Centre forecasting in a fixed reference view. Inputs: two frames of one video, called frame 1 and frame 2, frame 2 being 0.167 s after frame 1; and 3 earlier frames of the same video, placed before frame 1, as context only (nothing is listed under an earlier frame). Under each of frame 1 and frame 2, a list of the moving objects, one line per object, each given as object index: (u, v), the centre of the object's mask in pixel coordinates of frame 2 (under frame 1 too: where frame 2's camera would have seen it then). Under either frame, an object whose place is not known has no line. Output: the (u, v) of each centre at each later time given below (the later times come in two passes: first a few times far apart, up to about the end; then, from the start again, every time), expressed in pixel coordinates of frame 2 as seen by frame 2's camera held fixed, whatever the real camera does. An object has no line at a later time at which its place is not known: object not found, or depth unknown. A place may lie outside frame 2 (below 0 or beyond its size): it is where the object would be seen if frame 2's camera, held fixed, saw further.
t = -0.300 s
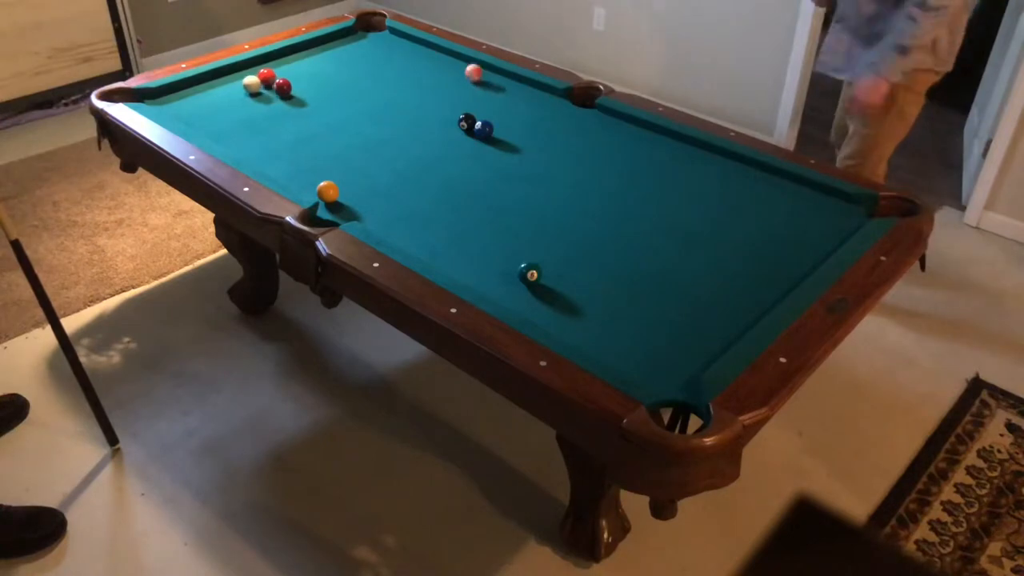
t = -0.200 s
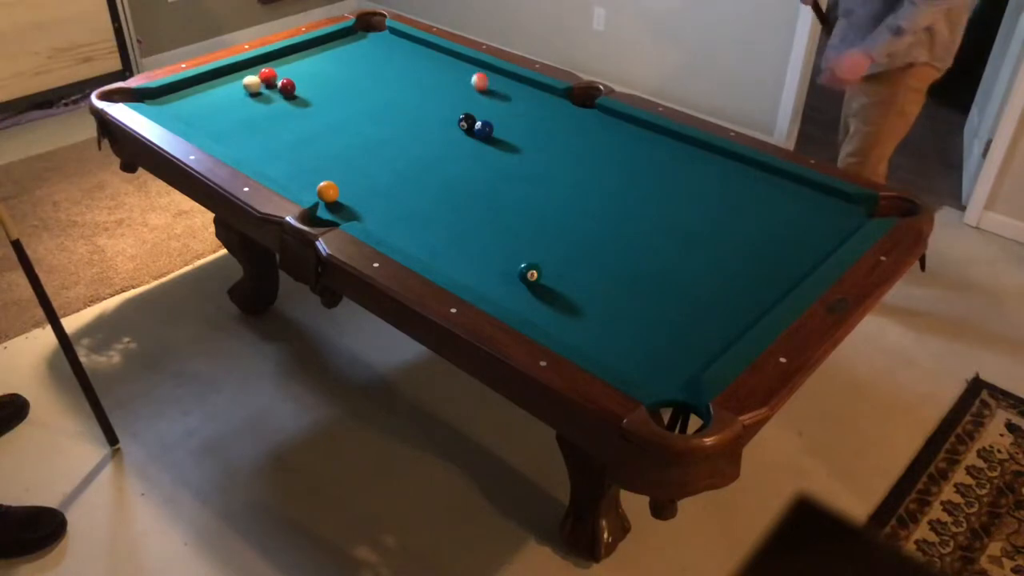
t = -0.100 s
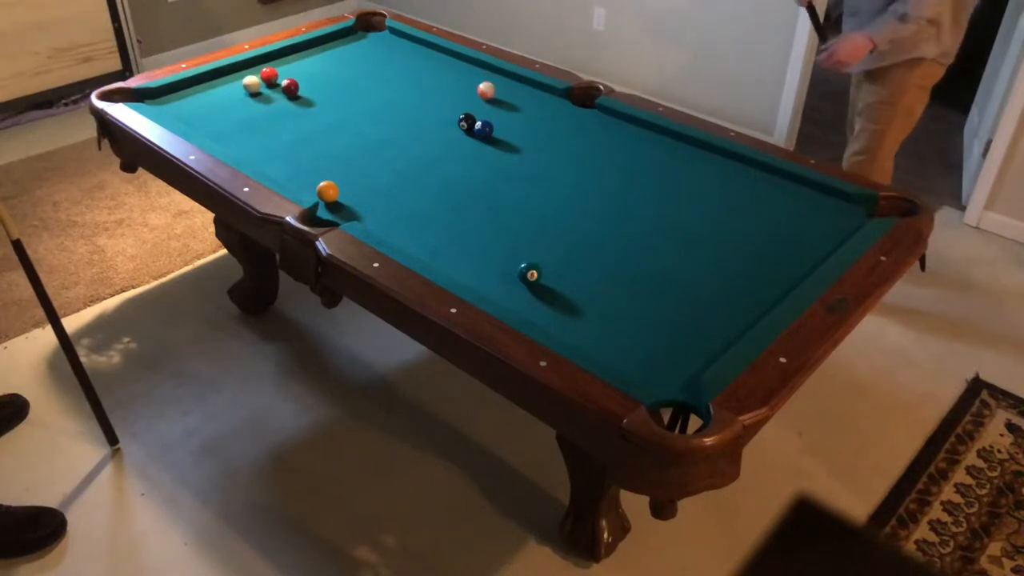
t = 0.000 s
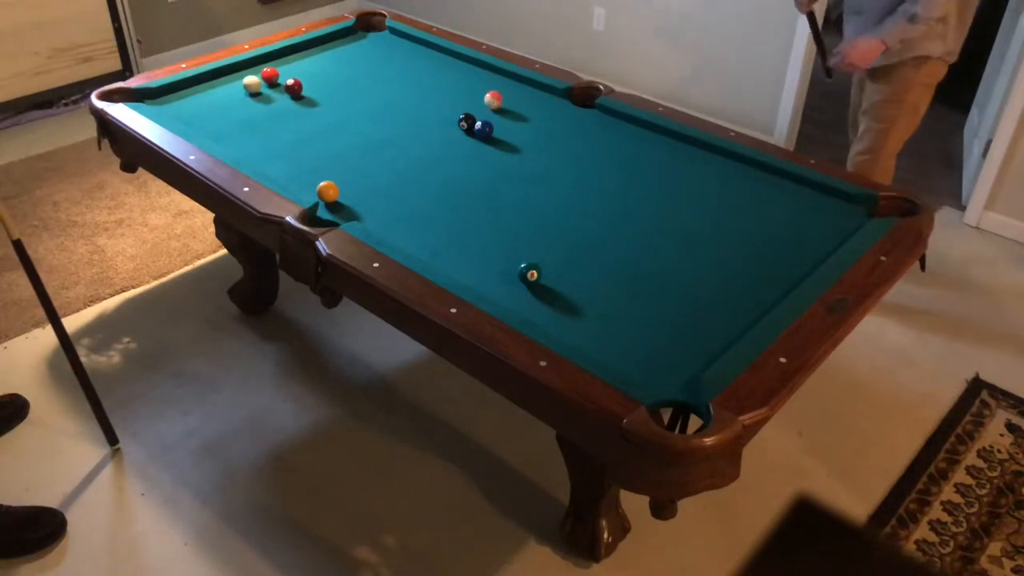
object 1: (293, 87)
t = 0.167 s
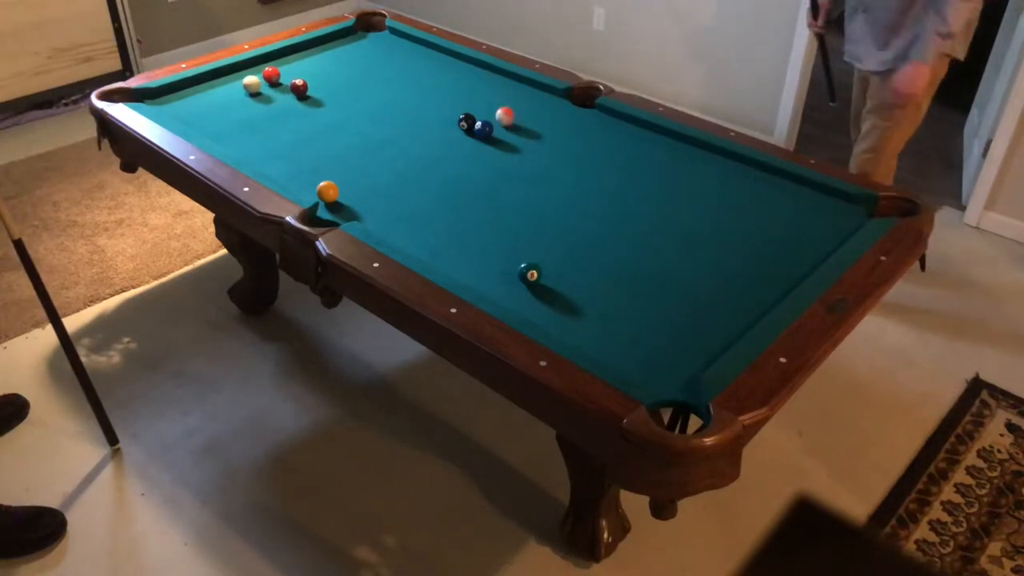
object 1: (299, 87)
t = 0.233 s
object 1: (301, 87)
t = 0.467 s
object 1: (307, 87)
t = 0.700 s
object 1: (311, 88)
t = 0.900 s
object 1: (314, 88)
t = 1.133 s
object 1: (316, 88)
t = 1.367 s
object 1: (317, 88)
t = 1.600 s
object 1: (317, 88)
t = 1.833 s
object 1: (317, 88)
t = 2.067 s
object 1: (317, 88)
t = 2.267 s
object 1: (317, 87)
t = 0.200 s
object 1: (300, 87)
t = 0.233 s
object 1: (301, 87)
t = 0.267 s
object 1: (302, 87)
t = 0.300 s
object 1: (303, 87)
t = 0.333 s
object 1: (303, 87)
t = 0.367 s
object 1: (304, 87)
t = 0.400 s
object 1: (305, 87)
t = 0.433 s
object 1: (306, 87)
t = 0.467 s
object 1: (307, 87)
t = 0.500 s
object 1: (307, 87)
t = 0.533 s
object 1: (308, 88)
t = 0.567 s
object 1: (309, 88)
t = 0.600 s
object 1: (309, 87)
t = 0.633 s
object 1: (310, 88)
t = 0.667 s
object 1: (311, 88)
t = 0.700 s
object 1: (311, 88)
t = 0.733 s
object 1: (312, 88)
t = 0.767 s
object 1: (312, 88)
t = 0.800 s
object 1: (313, 88)
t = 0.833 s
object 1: (313, 88)
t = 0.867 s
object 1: (314, 88)
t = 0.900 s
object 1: (314, 88)
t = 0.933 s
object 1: (315, 88)
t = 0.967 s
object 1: (315, 88)
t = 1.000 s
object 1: (315, 88)
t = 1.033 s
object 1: (315, 88)
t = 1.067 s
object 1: (316, 88)
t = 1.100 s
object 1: (316, 88)
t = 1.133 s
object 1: (316, 88)
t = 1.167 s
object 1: (316, 88)
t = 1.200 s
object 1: (316, 88)
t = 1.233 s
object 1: (317, 88)
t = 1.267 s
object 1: (317, 88)
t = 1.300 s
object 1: (317, 88)
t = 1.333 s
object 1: (317, 88)
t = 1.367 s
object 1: (317, 88)
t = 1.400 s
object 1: (317, 88)
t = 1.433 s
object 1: (317, 88)
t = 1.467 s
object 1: (317, 88)
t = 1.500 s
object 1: (317, 88)
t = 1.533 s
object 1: (317, 88)
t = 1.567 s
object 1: (317, 88)
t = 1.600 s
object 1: (317, 88)
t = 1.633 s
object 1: (317, 88)
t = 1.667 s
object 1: (317, 88)
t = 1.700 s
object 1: (317, 88)
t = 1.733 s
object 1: (317, 88)
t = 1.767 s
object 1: (317, 87)
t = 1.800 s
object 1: (317, 88)
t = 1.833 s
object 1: (317, 88)
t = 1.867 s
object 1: (317, 88)
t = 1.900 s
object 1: (317, 88)
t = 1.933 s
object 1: (317, 88)
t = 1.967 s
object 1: (317, 88)
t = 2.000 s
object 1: (317, 88)
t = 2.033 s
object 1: (317, 88)
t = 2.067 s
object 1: (317, 88)
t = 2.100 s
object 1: (317, 88)
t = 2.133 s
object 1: (317, 87)
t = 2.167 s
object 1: (317, 87)
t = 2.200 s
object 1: (317, 87)
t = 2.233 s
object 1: (317, 87)
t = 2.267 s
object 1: (317, 87)
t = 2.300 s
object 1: (317, 88)
